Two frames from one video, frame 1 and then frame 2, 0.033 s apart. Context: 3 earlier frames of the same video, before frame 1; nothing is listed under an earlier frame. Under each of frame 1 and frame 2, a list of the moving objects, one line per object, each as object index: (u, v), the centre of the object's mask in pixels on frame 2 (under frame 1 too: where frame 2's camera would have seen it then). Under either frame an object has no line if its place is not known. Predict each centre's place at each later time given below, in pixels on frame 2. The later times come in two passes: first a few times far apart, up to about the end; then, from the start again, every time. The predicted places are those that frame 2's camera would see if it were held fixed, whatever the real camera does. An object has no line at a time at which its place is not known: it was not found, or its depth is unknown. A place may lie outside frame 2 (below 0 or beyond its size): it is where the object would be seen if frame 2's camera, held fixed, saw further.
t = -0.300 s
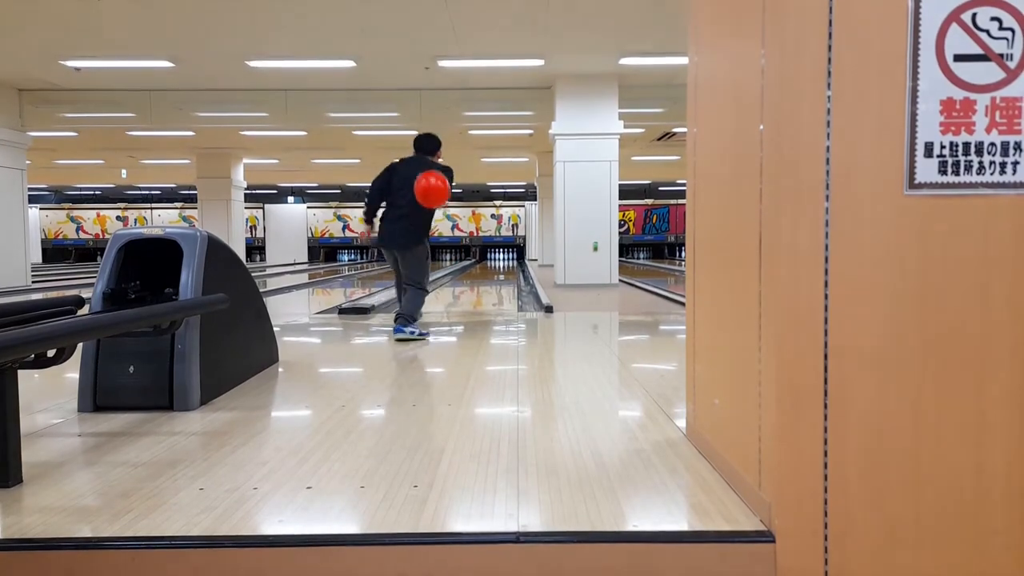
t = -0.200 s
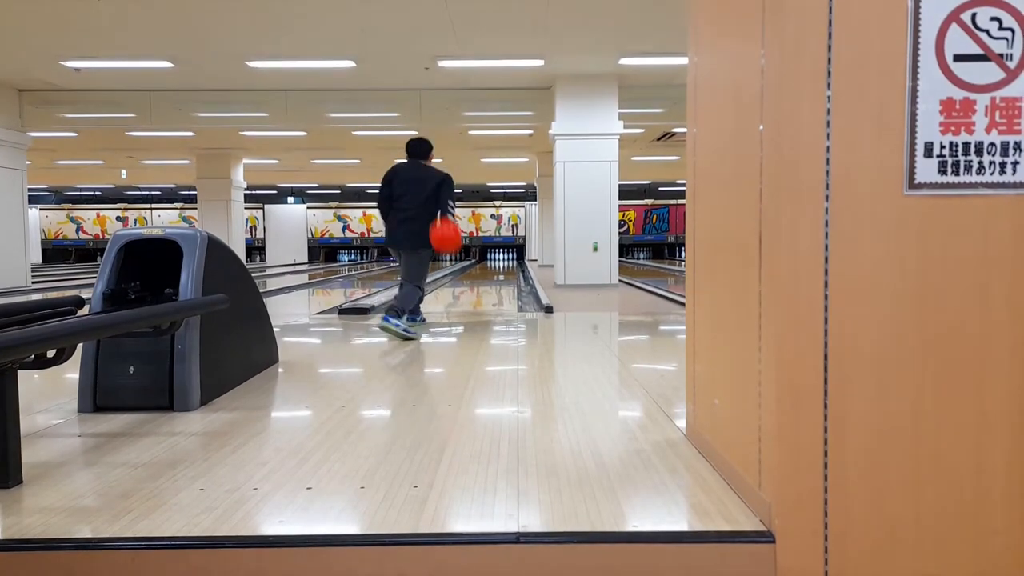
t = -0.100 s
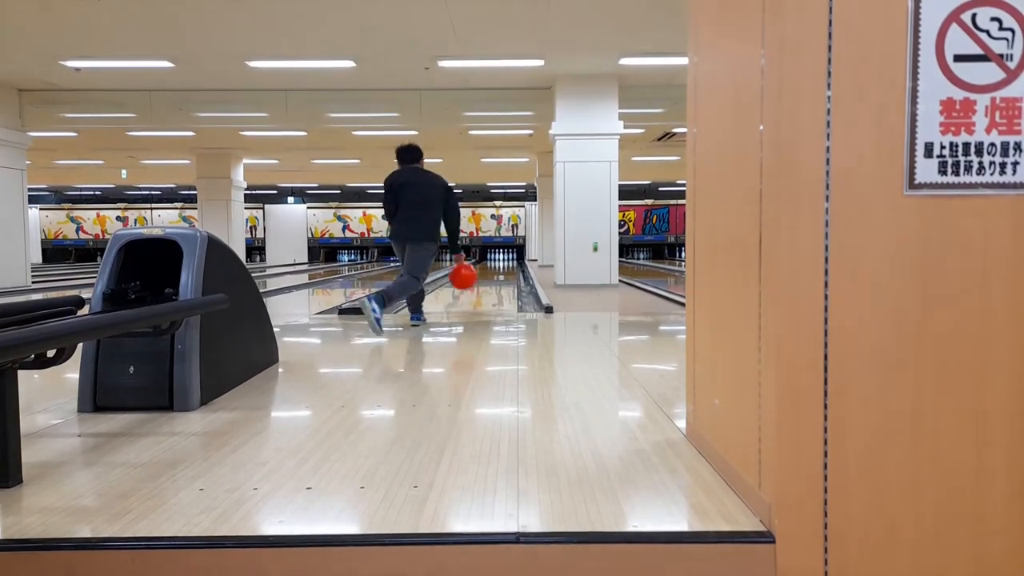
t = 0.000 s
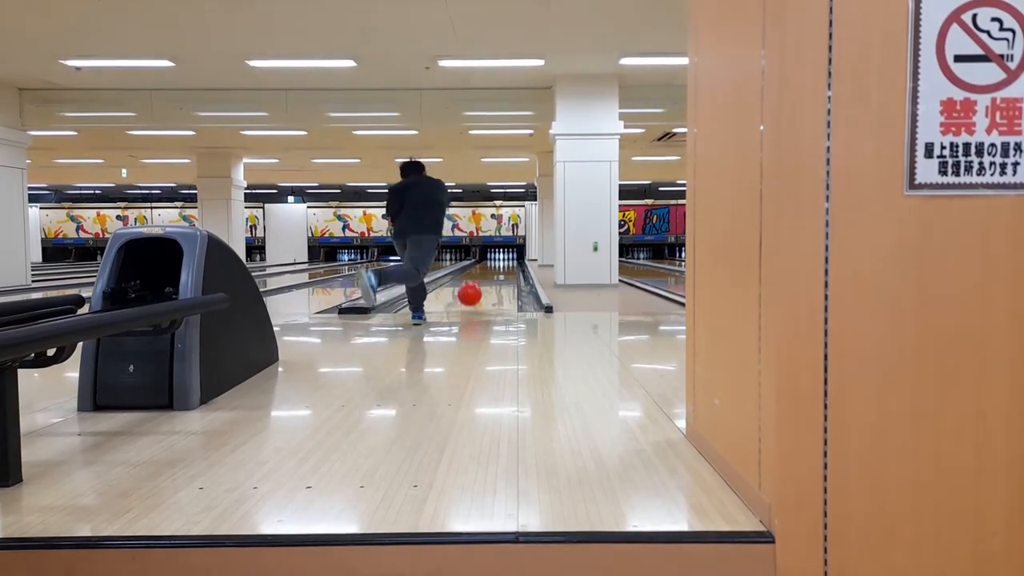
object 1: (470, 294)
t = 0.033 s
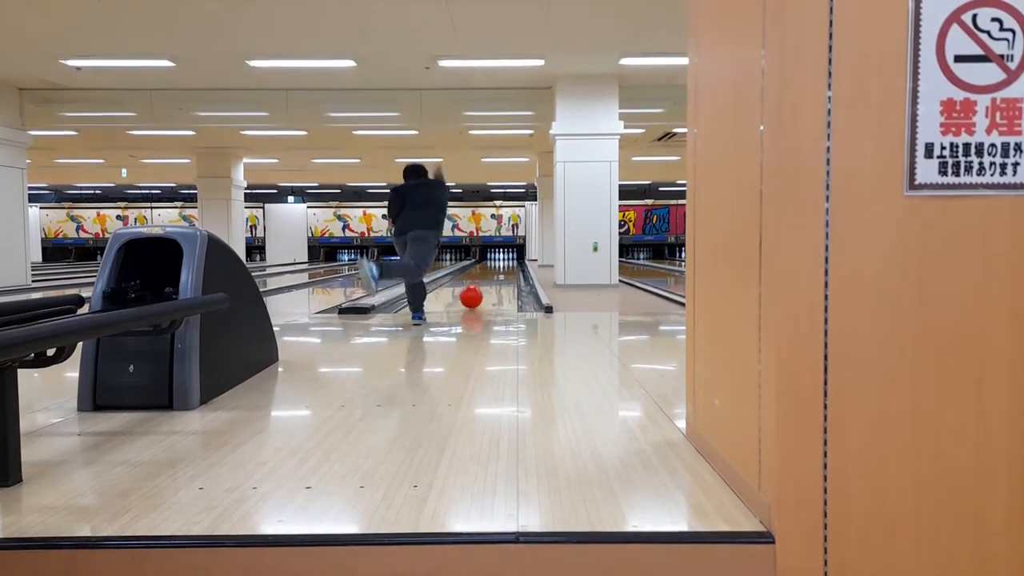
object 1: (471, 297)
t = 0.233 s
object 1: (479, 286)
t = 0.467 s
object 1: (484, 278)
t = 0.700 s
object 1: (487, 272)
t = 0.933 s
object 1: (490, 268)
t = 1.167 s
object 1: (491, 266)
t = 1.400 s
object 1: (493, 263)
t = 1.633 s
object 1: (494, 261)
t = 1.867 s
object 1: (494, 259)
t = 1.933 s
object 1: (494, 259)
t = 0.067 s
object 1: (472, 294)
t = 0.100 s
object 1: (474, 292)
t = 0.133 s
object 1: (475, 291)
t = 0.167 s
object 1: (476, 290)
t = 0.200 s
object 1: (477, 288)
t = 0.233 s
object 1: (479, 286)
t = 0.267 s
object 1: (480, 285)
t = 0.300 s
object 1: (480, 284)
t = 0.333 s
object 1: (481, 282)
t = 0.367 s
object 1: (482, 281)
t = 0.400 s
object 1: (482, 280)
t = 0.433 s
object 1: (484, 279)
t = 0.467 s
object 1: (484, 278)
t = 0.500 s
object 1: (484, 277)
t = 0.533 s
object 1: (485, 276)
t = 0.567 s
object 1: (486, 275)
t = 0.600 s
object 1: (486, 274)
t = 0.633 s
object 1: (486, 274)
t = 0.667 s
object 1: (487, 273)
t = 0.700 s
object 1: (487, 272)
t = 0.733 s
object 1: (487, 272)
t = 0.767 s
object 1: (488, 271)
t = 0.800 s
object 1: (488, 271)
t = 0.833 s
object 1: (488, 270)
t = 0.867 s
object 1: (489, 269)
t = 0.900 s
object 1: (490, 268)
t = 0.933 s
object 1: (490, 268)
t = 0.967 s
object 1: (490, 268)
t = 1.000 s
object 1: (490, 267)
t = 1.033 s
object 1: (490, 267)
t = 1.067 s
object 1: (491, 267)
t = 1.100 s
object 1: (491, 266)
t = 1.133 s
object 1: (491, 266)
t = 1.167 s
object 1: (491, 266)
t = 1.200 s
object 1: (492, 265)
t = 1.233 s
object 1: (492, 265)
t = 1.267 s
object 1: (492, 265)
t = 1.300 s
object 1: (492, 264)
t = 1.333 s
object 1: (492, 264)
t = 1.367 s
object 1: (492, 264)
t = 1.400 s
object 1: (493, 263)
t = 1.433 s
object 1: (493, 263)
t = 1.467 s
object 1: (493, 263)
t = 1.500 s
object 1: (493, 263)
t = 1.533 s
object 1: (494, 262)
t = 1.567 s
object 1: (494, 262)
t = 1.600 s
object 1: (493, 262)
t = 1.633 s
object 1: (494, 261)
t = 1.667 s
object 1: (494, 261)
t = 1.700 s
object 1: (494, 261)
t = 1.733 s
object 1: (494, 261)
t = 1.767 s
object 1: (494, 260)
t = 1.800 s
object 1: (494, 260)
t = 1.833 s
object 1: (494, 259)
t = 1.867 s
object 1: (494, 259)
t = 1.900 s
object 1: (494, 259)
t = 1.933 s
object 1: (494, 259)
